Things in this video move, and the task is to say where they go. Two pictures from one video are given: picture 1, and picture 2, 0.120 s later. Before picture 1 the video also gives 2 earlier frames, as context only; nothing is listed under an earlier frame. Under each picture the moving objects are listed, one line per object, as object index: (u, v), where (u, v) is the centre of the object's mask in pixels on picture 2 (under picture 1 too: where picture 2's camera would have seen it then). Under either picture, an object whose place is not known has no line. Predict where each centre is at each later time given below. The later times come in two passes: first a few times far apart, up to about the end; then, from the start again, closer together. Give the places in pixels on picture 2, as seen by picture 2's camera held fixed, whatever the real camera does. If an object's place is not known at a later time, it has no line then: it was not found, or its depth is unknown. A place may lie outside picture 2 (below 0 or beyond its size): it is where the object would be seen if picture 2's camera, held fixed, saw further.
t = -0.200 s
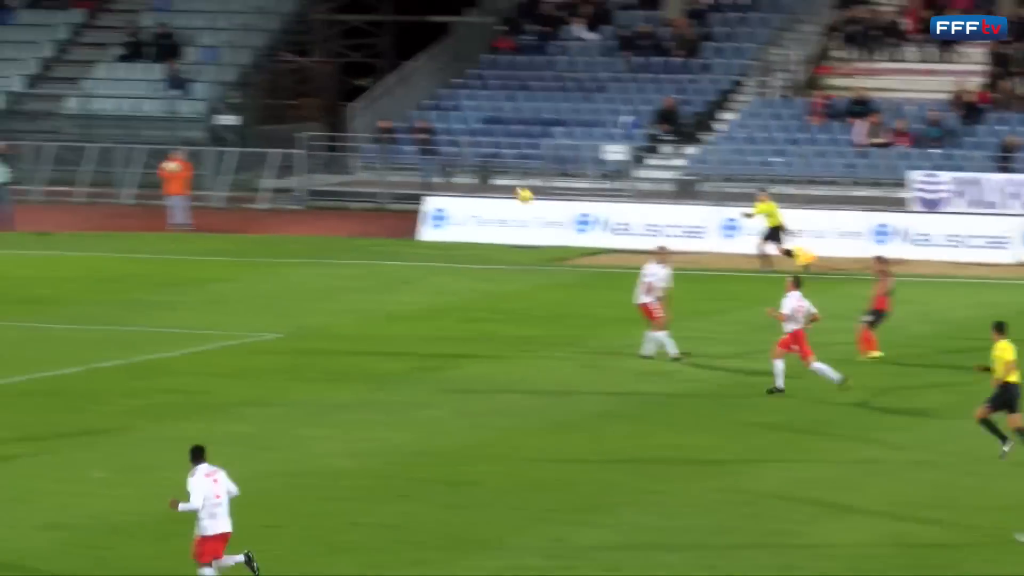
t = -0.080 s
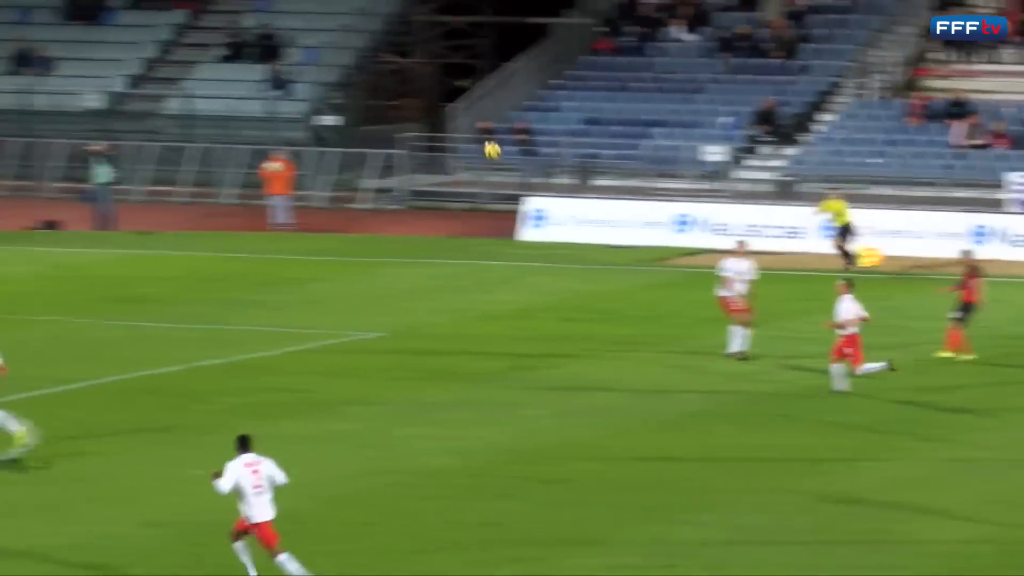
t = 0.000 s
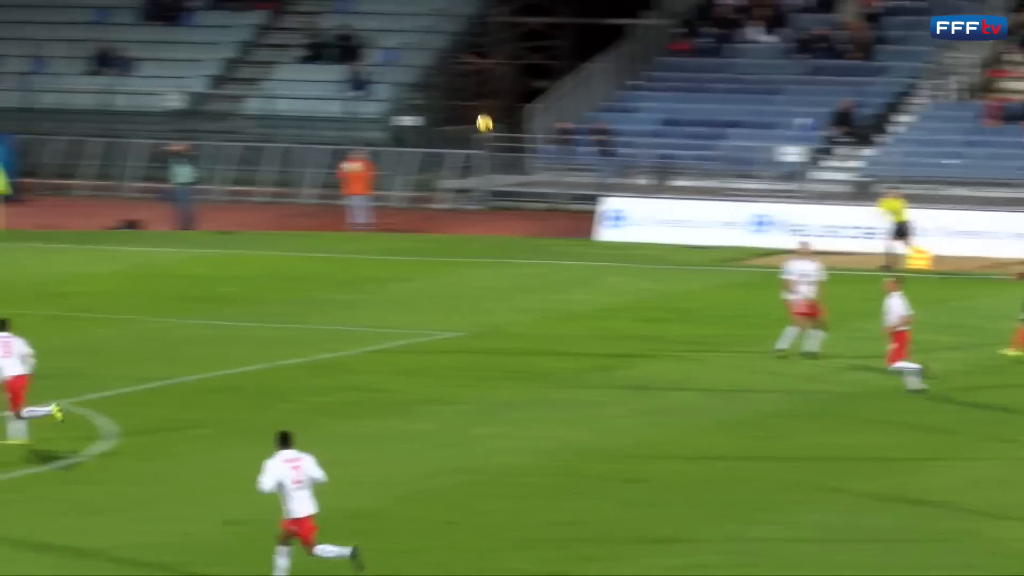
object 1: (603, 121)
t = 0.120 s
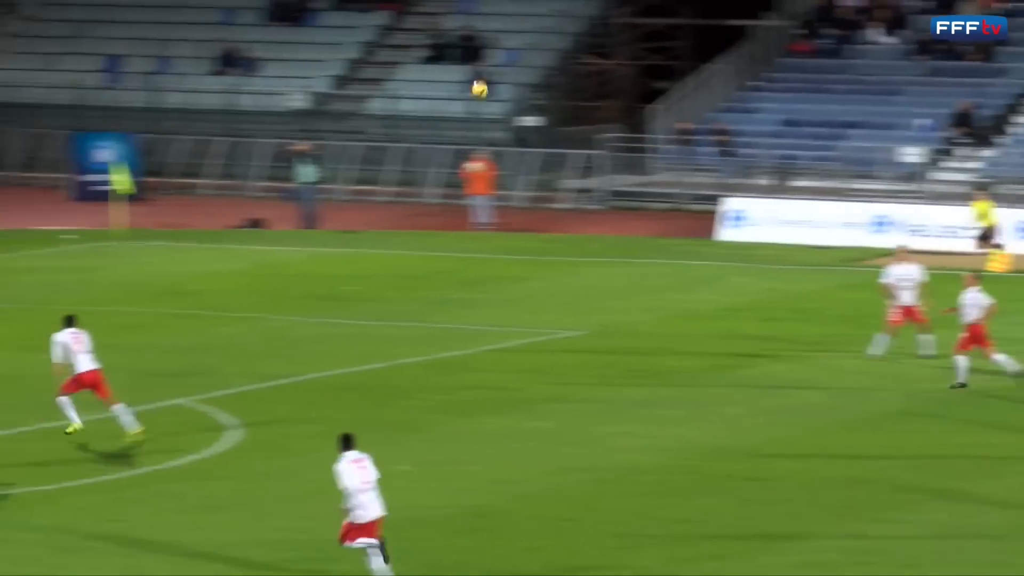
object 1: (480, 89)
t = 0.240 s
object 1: (358, 63)
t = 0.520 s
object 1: (67, 26)
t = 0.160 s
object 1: (438, 79)
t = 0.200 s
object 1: (398, 71)
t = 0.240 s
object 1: (358, 63)
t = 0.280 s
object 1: (316, 55)
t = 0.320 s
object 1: (275, 48)
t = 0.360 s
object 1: (234, 42)
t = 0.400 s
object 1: (192, 37)
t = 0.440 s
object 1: (151, 32)
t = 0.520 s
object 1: (67, 26)
